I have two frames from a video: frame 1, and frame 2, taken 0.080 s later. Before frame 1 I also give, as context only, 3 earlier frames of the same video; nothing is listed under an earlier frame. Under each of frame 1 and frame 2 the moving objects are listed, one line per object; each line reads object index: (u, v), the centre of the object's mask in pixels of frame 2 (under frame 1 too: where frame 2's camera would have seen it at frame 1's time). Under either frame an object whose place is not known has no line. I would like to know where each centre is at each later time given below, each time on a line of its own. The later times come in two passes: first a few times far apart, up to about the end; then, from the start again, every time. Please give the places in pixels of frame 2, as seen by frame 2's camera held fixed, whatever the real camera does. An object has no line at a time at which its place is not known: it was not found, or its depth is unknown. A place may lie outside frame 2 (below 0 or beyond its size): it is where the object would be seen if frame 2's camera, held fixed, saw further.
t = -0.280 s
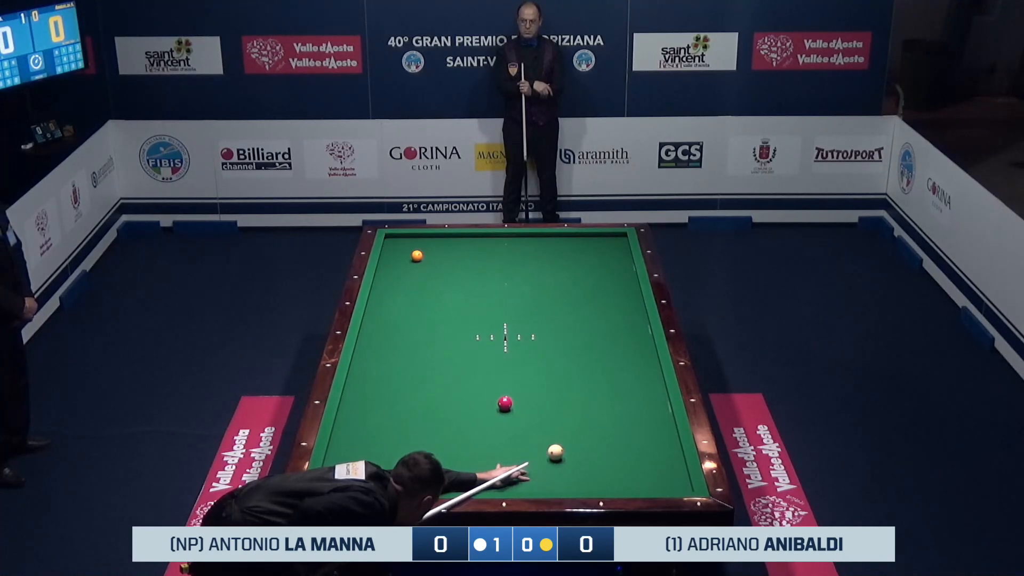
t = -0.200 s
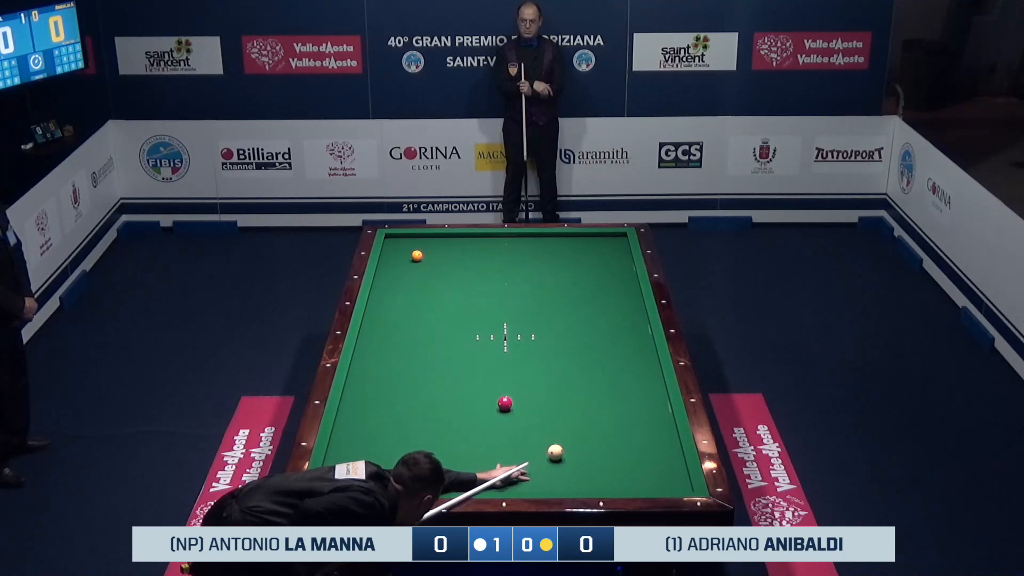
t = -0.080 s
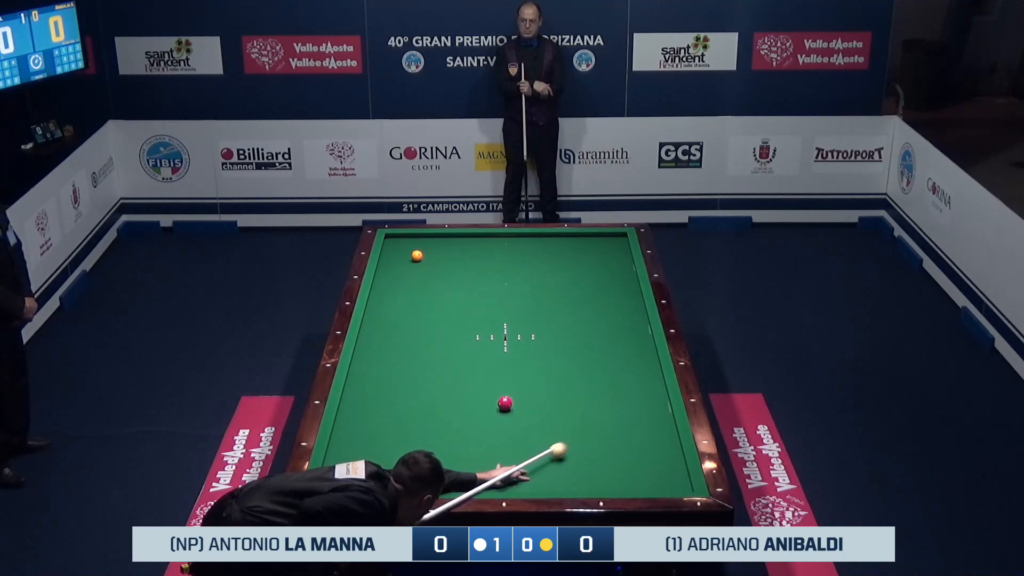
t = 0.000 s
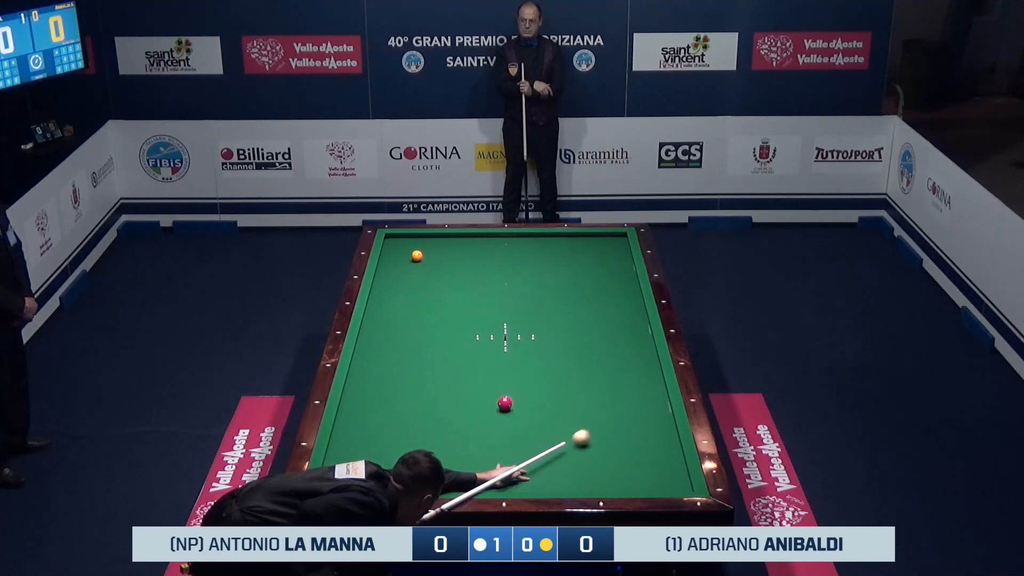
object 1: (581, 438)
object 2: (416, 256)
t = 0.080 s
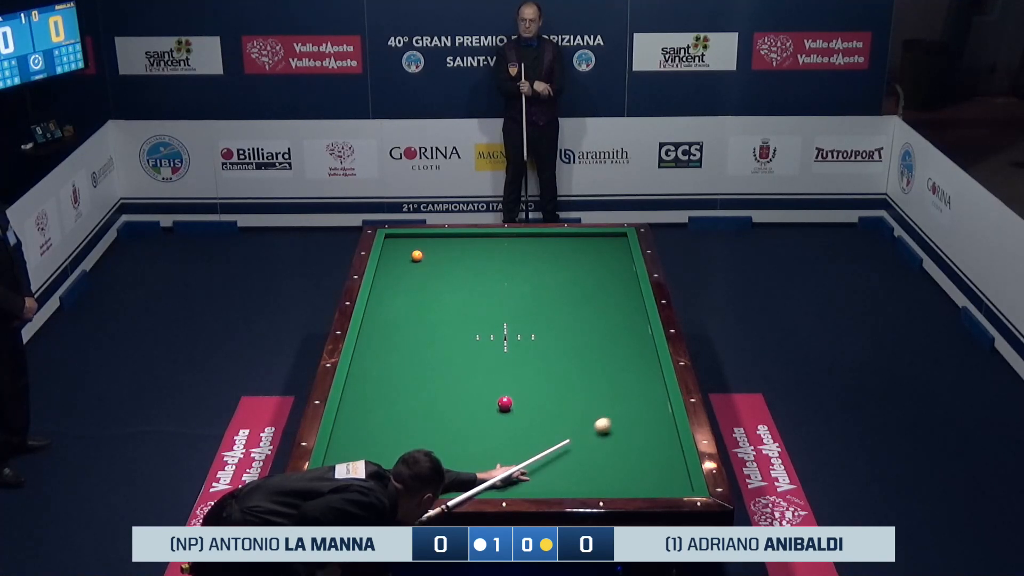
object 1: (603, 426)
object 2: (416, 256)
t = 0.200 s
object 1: (633, 409)
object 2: (416, 256)
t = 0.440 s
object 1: (635, 380)
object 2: (416, 256)
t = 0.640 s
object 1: (600, 359)
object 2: (416, 256)
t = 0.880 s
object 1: (564, 335)
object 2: (416, 256)
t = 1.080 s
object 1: (537, 318)
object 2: (416, 256)
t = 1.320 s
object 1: (506, 298)
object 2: (416, 256)
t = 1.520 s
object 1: (483, 283)
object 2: (416, 256)
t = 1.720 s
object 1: (461, 269)
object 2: (416, 256)
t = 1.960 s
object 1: (436, 253)
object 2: (417, 256)
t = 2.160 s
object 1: (417, 240)
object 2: (417, 256)
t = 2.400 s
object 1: (389, 242)
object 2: (416, 256)
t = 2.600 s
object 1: (400, 249)
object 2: (416, 256)
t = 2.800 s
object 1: (407, 255)
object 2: (422, 258)
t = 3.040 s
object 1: (407, 259)
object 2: (436, 262)
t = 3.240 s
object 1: (407, 262)
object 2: (446, 266)
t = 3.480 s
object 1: (407, 266)
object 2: (459, 270)
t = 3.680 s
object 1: (407, 269)
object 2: (470, 274)
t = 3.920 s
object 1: (407, 272)
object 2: (483, 278)
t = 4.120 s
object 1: (407, 275)
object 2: (493, 281)
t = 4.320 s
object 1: (407, 278)
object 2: (504, 285)
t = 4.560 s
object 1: (407, 281)
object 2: (516, 289)
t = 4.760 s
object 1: (407, 284)
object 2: (526, 293)
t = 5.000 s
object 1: (407, 287)
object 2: (538, 297)
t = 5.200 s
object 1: (407, 289)
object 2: (548, 300)
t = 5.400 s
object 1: (407, 291)
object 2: (558, 303)
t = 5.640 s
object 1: (407, 294)
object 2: (569, 307)
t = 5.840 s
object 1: (407, 296)
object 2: (578, 310)
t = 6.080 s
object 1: (408, 298)
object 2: (590, 314)
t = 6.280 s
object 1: (408, 300)
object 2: (599, 317)
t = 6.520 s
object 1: (409, 302)
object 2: (609, 321)
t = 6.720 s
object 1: (409, 303)
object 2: (618, 324)
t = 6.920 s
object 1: (410, 304)
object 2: (626, 326)
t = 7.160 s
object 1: (410, 306)
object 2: (635, 330)
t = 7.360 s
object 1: (410, 307)
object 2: (643, 332)
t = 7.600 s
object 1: (410, 308)
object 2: (644, 335)
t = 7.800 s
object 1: (411, 309)
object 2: (641, 336)
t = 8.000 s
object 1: (411, 309)
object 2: (638, 338)
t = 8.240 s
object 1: (411, 310)
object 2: (634, 340)
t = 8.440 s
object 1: (411, 310)
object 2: (632, 342)
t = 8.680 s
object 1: (411, 310)
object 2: (629, 343)
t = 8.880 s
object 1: (410, 310)
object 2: (627, 345)
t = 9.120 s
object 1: (410, 310)
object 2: (624, 346)
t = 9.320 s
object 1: (411, 310)
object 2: (622, 348)
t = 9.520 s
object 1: (410, 310)
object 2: (621, 349)
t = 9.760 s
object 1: (410, 310)
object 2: (620, 350)
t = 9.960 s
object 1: (410, 310)
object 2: (618, 350)
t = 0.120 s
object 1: (613, 420)
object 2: (417, 256)
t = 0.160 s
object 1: (623, 415)
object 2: (417, 256)
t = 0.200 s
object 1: (633, 409)
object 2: (416, 256)
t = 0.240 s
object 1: (643, 404)
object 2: (416, 256)
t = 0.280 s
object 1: (653, 398)
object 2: (416, 256)
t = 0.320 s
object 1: (661, 393)
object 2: (417, 256)
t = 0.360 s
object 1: (653, 388)
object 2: (416, 256)
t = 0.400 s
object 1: (643, 384)
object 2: (416, 256)
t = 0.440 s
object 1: (635, 380)
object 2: (416, 256)
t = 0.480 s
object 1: (627, 375)
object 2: (416, 256)
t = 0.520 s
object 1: (620, 371)
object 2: (416, 256)
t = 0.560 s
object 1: (613, 366)
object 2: (416, 256)
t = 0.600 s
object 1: (607, 362)
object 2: (416, 256)
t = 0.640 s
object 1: (600, 359)
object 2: (416, 256)
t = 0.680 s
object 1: (594, 354)
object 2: (416, 256)
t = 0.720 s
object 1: (588, 351)
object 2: (416, 256)
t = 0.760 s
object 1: (582, 347)
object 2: (416, 256)
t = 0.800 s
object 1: (576, 343)
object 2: (416, 256)
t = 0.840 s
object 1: (570, 339)
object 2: (416, 256)
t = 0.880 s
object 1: (564, 335)
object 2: (416, 256)
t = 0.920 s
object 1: (559, 332)
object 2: (416, 256)
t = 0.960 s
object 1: (553, 328)
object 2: (416, 256)
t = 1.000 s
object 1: (548, 324)
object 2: (417, 256)
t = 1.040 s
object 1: (542, 321)
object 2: (416, 256)
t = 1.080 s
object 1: (537, 318)
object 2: (416, 256)
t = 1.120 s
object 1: (532, 314)
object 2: (416, 256)
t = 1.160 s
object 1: (527, 311)
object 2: (417, 256)
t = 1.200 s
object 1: (521, 308)
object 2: (417, 256)
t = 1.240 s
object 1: (516, 304)
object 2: (416, 256)
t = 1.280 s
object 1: (511, 301)
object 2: (416, 256)
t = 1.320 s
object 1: (506, 298)
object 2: (416, 256)
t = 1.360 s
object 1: (502, 295)
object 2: (416, 256)
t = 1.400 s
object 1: (497, 292)
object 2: (416, 256)
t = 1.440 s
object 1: (492, 289)
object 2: (416, 256)
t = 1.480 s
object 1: (487, 286)
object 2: (416, 256)
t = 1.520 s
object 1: (483, 283)
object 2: (416, 256)
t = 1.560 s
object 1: (478, 280)
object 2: (417, 256)
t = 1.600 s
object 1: (474, 277)
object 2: (416, 256)
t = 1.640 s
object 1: (469, 274)
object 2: (417, 256)
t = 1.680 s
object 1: (465, 271)
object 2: (416, 256)
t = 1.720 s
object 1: (461, 269)
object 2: (416, 256)
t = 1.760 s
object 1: (456, 266)
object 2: (416, 256)
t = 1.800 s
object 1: (452, 263)
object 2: (416, 256)
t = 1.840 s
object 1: (448, 260)
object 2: (416, 256)
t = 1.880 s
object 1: (444, 258)
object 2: (416, 256)
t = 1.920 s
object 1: (440, 255)
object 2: (416, 256)
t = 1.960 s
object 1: (436, 253)
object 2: (417, 256)
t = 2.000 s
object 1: (432, 250)
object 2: (416, 256)
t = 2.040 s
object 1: (429, 248)
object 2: (416, 256)
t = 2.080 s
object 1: (425, 245)
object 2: (416, 256)
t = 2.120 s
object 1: (421, 243)
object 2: (417, 256)
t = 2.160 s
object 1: (417, 240)
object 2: (417, 256)
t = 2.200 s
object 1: (413, 238)
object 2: (417, 256)
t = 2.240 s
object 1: (410, 236)
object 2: (417, 256)
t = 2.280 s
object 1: (405, 236)
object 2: (417, 256)
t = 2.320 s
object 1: (400, 238)
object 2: (417, 256)
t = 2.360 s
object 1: (394, 240)
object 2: (416, 256)
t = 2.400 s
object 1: (389, 242)
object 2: (416, 256)
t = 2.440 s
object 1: (389, 243)
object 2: (416, 256)
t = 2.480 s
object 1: (393, 245)
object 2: (416, 256)
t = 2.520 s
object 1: (395, 246)
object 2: (416, 256)
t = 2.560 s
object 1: (398, 248)
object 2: (416, 256)
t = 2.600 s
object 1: (400, 249)
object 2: (416, 256)
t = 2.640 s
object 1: (403, 251)
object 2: (416, 256)
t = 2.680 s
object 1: (405, 252)
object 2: (417, 256)
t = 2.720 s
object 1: (407, 253)
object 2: (417, 256)
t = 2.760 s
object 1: (407, 254)
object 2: (419, 257)
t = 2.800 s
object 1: (407, 255)
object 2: (422, 258)
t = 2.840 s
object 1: (407, 255)
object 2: (424, 258)
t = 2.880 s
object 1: (407, 256)
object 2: (427, 259)
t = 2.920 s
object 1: (407, 257)
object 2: (429, 260)
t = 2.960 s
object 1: (407, 257)
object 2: (431, 261)
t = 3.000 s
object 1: (407, 258)
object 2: (433, 261)
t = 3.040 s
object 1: (407, 259)
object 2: (436, 262)
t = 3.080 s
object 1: (407, 259)
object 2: (438, 263)
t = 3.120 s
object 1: (407, 260)
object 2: (440, 264)
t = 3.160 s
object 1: (407, 261)
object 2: (442, 264)
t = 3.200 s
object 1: (407, 261)
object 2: (444, 265)
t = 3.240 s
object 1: (407, 262)
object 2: (446, 266)
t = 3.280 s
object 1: (407, 263)
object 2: (449, 266)
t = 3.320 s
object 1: (407, 263)
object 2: (451, 267)
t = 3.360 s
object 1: (407, 264)
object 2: (453, 268)
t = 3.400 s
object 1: (407, 264)
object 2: (455, 269)
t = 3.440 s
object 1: (407, 265)
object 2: (457, 269)
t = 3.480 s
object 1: (407, 266)
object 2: (459, 270)
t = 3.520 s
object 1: (407, 266)
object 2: (462, 271)
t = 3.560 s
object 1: (407, 267)
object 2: (464, 271)
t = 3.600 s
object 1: (407, 268)
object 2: (466, 272)
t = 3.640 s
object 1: (407, 268)
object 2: (468, 273)
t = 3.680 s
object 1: (407, 269)
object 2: (470, 274)
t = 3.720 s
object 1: (407, 269)
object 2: (472, 274)
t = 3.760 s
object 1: (407, 270)
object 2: (474, 275)
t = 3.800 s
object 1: (407, 271)
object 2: (476, 276)
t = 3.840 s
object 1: (407, 271)
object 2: (479, 276)
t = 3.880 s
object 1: (407, 272)
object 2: (481, 277)
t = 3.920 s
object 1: (407, 272)
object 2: (483, 278)
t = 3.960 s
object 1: (407, 273)
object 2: (485, 279)
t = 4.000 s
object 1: (407, 273)
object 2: (487, 279)
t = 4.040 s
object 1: (407, 274)
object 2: (489, 280)
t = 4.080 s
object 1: (407, 275)
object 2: (491, 281)
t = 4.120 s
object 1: (407, 275)
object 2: (493, 281)
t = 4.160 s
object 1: (407, 276)
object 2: (495, 282)
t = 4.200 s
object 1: (407, 276)
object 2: (498, 283)
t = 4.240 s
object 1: (407, 277)
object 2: (499, 283)
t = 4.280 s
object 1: (407, 277)
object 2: (502, 284)
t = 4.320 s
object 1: (407, 278)
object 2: (504, 285)
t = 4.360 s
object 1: (407, 279)
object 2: (506, 286)
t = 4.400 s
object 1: (407, 279)
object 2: (508, 286)
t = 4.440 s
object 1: (407, 280)
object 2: (510, 287)
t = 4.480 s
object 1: (407, 280)
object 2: (512, 288)
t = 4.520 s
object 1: (407, 281)
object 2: (514, 288)
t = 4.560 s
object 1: (407, 281)
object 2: (516, 289)
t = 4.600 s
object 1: (407, 282)
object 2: (518, 290)
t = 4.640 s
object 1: (407, 282)
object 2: (520, 290)
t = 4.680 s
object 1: (407, 283)
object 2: (522, 291)
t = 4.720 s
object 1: (407, 283)
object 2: (524, 292)
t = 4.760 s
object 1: (407, 284)
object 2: (526, 293)
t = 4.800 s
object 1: (407, 284)
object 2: (528, 293)
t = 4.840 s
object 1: (407, 285)
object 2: (530, 294)
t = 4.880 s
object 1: (407, 285)
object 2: (532, 295)
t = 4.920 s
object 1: (407, 286)
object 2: (534, 295)
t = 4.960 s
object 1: (407, 286)
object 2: (536, 296)
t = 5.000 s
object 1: (407, 287)
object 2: (538, 297)
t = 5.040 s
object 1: (407, 287)
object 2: (540, 297)
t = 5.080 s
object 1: (407, 288)
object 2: (542, 298)
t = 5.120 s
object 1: (407, 288)
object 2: (544, 299)
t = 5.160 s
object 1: (407, 289)
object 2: (546, 299)
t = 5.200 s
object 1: (407, 289)
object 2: (548, 300)
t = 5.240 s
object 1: (407, 289)
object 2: (550, 301)
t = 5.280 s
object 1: (407, 290)
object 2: (552, 301)
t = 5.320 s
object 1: (407, 291)
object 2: (554, 302)
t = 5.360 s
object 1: (407, 291)
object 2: (556, 303)
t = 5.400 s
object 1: (407, 291)
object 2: (558, 303)
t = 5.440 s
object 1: (407, 292)
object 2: (560, 304)
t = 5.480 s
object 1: (407, 292)
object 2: (562, 305)
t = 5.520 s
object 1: (407, 293)
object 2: (564, 305)
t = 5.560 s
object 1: (407, 293)
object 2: (566, 306)
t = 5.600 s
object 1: (407, 294)
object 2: (567, 306)
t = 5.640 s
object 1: (407, 294)
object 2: (569, 307)
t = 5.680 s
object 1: (407, 294)
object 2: (571, 308)
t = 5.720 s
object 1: (407, 295)
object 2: (573, 308)
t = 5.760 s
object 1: (407, 295)
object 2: (575, 309)
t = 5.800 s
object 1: (407, 296)
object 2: (577, 310)
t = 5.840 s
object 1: (407, 296)
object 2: (578, 310)
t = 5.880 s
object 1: (407, 296)
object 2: (581, 311)
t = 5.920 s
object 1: (408, 297)
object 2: (582, 312)
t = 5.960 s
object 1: (407, 297)
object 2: (584, 312)
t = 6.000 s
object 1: (408, 297)
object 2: (586, 313)
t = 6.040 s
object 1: (408, 298)
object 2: (588, 314)
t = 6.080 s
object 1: (408, 298)
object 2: (590, 314)
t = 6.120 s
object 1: (408, 299)
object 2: (591, 315)
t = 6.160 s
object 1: (408, 299)
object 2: (593, 315)
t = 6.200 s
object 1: (408, 299)
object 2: (595, 316)
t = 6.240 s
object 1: (408, 300)
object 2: (597, 317)
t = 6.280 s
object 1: (408, 300)
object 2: (599, 317)
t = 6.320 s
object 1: (408, 300)
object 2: (600, 318)
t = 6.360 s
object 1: (408, 301)
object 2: (602, 318)
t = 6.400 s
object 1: (408, 301)
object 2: (604, 319)
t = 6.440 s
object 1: (408, 301)
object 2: (605, 320)
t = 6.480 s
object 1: (409, 301)
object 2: (607, 320)
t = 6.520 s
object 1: (409, 302)
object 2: (609, 321)
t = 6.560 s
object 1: (409, 302)
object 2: (611, 321)
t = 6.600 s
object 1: (409, 302)
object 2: (612, 322)
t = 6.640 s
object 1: (409, 303)
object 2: (614, 323)
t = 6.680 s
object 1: (409, 303)
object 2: (616, 323)
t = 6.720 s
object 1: (409, 303)
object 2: (618, 324)
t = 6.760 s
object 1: (409, 303)
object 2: (619, 324)
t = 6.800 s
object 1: (409, 304)
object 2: (621, 325)
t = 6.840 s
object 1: (409, 304)
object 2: (622, 325)
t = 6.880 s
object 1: (410, 304)
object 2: (624, 326)
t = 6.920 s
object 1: (410, 304)
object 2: (626, 326)
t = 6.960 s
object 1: (410, 305)
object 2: (627, 327)
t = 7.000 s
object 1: (410, 305)
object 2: (629, 327)
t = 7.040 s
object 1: (410, 305)
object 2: (631, 328)
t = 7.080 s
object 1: (410, 305)
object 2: (632, 329)
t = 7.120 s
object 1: (410, 306)
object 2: (634, 329)
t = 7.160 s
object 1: (410, 306)
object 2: (635, 330)
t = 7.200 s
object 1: (410, 306)
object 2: (637, 330)
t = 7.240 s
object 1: (410, 306)
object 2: (638, 331)
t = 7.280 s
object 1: (410, 306)
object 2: (640, 331)
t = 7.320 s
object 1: (410, 307)
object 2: (641, 332)
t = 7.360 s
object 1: (410, 307)
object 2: (643, 332)
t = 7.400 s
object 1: (410, 307)
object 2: (645, 333)
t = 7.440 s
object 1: (410, 307)
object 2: (646, 333)
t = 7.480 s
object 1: (410, 307)
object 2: (646, 334)
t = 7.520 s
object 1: (410, 308)
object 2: (645, 334)
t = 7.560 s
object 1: (410, 308)
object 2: (644, 335)
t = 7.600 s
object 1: (410, 308)
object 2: (644, 335)
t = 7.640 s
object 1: (411, 308)
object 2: (643, 335)
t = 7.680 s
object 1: (411, 308)
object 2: (643, 335)
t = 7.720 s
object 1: (411, 308)
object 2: (642, 336)
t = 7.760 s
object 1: (411, 309)
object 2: (642, 336)
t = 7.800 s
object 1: (411, 309)
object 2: (641, 336)
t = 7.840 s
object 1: (411, 309)
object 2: (640, 337)
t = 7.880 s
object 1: (411, 309)
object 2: (640, 337)
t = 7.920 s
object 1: (411, 309)
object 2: (639, 337)
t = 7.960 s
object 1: (411, 309)
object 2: (638, 338)
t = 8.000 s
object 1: (411, 309)
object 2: (638, 338)
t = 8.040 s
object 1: (411, 309)
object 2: (637, 339)
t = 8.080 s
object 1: (411, 309)
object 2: (637, 339)
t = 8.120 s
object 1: (411, 310)
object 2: (636, 339)
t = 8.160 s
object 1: (411, 310)
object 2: (635, 340)
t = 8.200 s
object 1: (411, 310)
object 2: (635, 340)
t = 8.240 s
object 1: (411, 310)
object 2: (634, 340)
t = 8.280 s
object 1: (411, 310)
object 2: (634, 341)
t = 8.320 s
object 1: (411, 310)
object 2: (633, 341)
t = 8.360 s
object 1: (411, 310)
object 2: (633, 341)
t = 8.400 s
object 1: (411, 310)
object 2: (632, 342)
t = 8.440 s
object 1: (411, 310)
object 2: (632, 342)
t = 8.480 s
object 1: (411, 310)
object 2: (631, 342)
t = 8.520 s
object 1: (411, 310)
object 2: (631, 342)
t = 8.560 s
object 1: (411, 310)
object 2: (630, 343)
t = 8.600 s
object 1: (411, 310)
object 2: (630, 343)
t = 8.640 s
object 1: (411, 310)
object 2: (629, 343)
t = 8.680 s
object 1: (411, 310)
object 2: (629, 343)
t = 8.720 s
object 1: (410, 310)
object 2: (628, 344)
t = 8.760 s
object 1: (411, 310)
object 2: (628, 344)
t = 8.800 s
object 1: (411, 310)
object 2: (627, 344)
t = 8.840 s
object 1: (411, 310)
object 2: (627, 345)
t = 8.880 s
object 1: (410, 310)
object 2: (627, 345)
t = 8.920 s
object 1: (410, 310)
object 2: (626, 345)
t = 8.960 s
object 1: (411, 310)
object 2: (626, 345)
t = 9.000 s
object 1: (411, 310)
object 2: (625, 346)
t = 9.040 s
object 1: (410, 310)
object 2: (625, 346)
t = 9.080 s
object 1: (411, 310)
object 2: (625, 346)
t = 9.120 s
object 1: (410, 310)
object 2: (624, 346)
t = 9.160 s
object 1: (411, 310)
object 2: (624, 347)
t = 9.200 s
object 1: (410, 310)
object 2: (624, 347)
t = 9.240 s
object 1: (411, 310)
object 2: (623, 347)
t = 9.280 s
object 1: (411, 310)
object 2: (623, 347)
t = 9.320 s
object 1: (411, 310)
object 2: (622, 348)
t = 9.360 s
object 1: (411, 310)
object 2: (622, 348)
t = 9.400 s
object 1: (410, 310)
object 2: (622, 348)
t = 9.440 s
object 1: (410, 310)
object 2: (622, 348)
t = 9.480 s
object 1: (410, 310)
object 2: (621, 348)
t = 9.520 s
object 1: (410, 310)
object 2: (621, 349)
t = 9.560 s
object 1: (410, 310)
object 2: (621, 349)
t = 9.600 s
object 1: (410, 310)
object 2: (621, 349)
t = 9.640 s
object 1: (411, 310)
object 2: (620, 349)
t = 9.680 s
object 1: (410, 310)
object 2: (620, 349)
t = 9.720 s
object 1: (410, 310)
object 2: (620, 349)
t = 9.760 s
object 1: (410, 310)
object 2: (620, 350)
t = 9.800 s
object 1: (410, 310)
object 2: (619, 350)
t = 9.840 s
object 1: (410, 310)
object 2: (619, 350)
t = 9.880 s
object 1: (410, 310)
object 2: (619, 350)
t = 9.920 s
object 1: (410, 310)
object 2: (618, 350)
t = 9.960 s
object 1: (410, 310)
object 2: (618, 350)
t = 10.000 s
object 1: (410, 310)
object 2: (618, 350)
